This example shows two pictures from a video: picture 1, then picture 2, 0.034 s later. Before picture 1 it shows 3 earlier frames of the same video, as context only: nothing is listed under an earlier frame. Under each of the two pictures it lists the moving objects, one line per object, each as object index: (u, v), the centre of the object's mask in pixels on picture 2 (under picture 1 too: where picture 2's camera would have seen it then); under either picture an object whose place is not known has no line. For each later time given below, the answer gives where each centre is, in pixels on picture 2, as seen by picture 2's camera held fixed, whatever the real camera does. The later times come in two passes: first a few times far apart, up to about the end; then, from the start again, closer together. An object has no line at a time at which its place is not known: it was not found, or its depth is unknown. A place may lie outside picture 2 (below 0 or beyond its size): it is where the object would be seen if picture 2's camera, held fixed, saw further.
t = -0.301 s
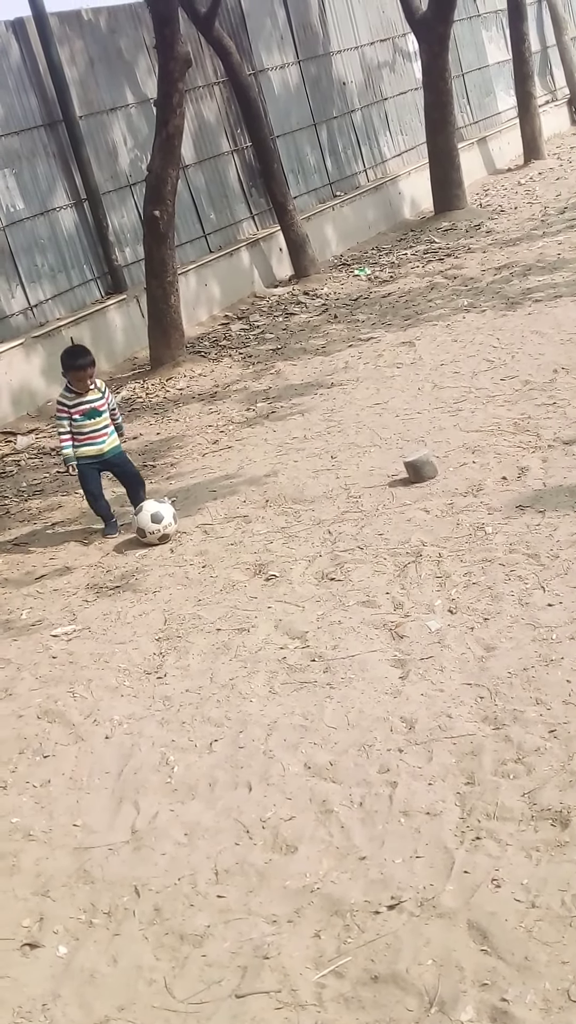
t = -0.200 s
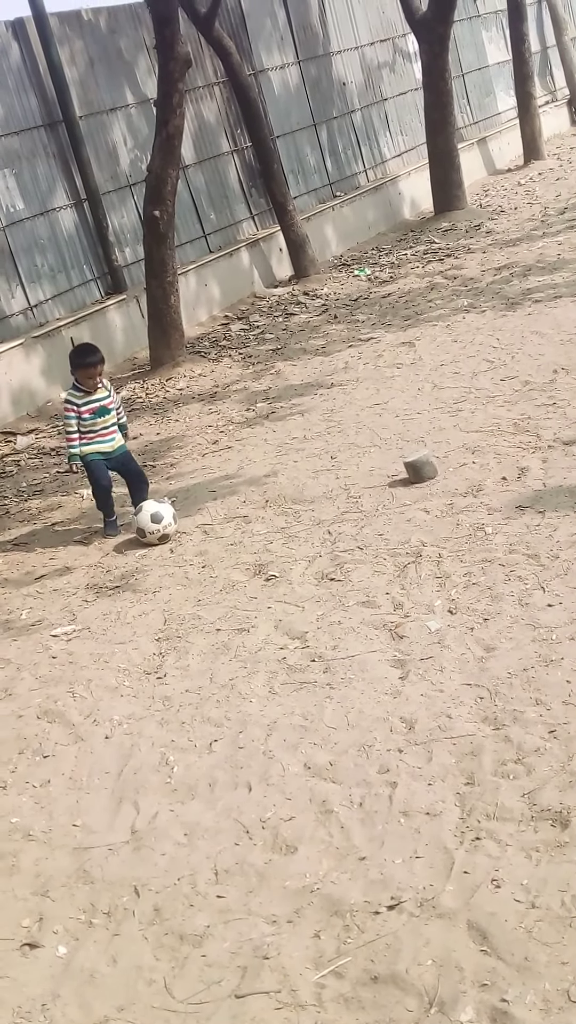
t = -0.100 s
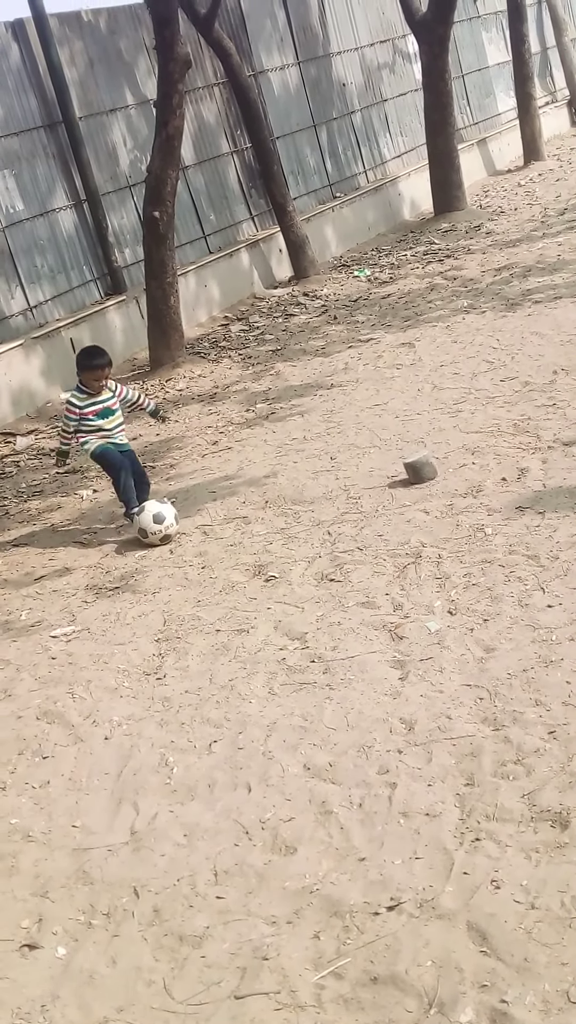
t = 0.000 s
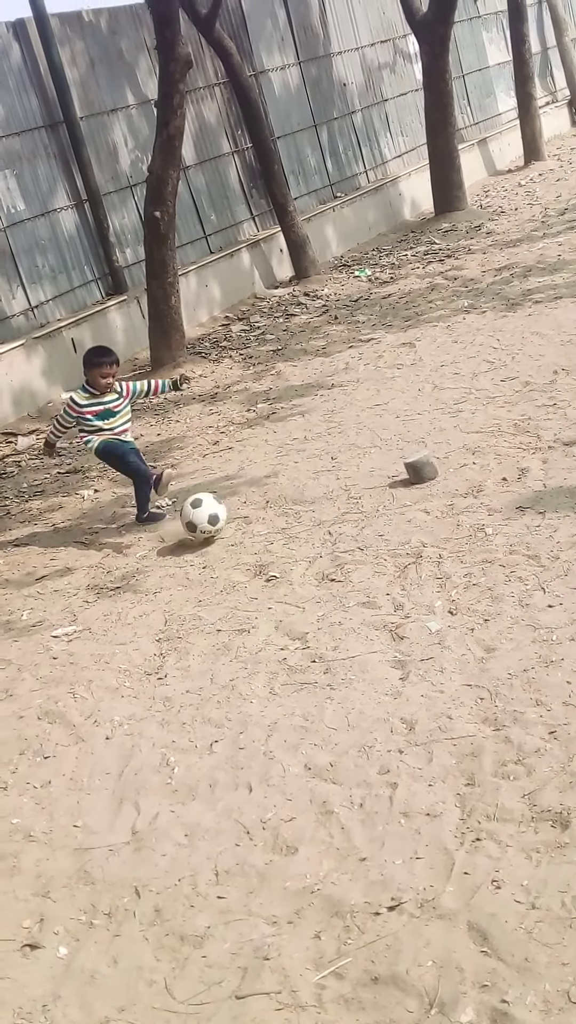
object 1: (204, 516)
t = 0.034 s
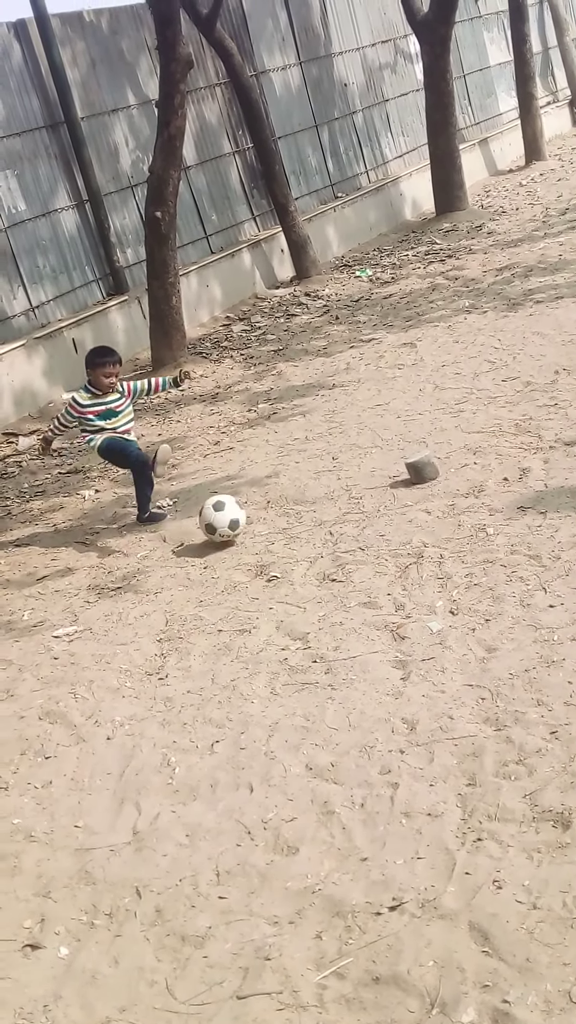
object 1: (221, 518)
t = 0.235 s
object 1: (308, 524)
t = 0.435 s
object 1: (390, 520)
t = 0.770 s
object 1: (534, 514)
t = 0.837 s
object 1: (562, 511)
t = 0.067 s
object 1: (240, 522)
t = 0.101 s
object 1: (255, 522)
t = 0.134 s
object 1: (267, 520)
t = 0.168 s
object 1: (281, 521)
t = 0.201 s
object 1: (295, 523)
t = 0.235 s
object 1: (308, 524)
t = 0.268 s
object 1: (322, 524)
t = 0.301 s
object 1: (335, 522)
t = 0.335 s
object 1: (348, 521)
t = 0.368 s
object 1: (362, 520)
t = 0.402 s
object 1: (376, 522)
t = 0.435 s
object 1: (390, 520)
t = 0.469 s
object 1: (404, 519)
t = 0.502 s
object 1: (417, 517)
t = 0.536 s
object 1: (431, 518)
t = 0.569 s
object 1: (445, 519)
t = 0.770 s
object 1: (534, 514)
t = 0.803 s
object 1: (547, 511)
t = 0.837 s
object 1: (562, 511)
